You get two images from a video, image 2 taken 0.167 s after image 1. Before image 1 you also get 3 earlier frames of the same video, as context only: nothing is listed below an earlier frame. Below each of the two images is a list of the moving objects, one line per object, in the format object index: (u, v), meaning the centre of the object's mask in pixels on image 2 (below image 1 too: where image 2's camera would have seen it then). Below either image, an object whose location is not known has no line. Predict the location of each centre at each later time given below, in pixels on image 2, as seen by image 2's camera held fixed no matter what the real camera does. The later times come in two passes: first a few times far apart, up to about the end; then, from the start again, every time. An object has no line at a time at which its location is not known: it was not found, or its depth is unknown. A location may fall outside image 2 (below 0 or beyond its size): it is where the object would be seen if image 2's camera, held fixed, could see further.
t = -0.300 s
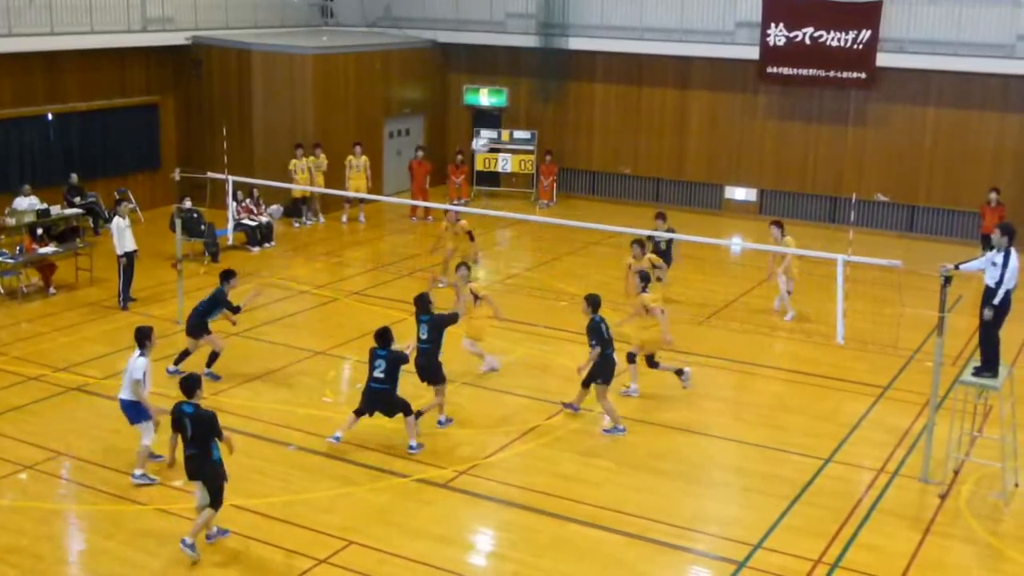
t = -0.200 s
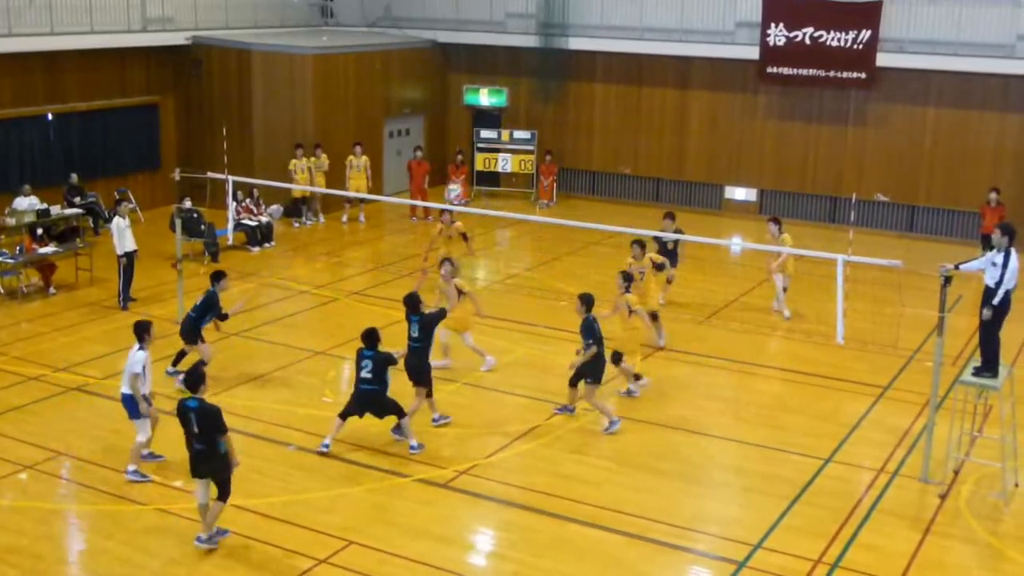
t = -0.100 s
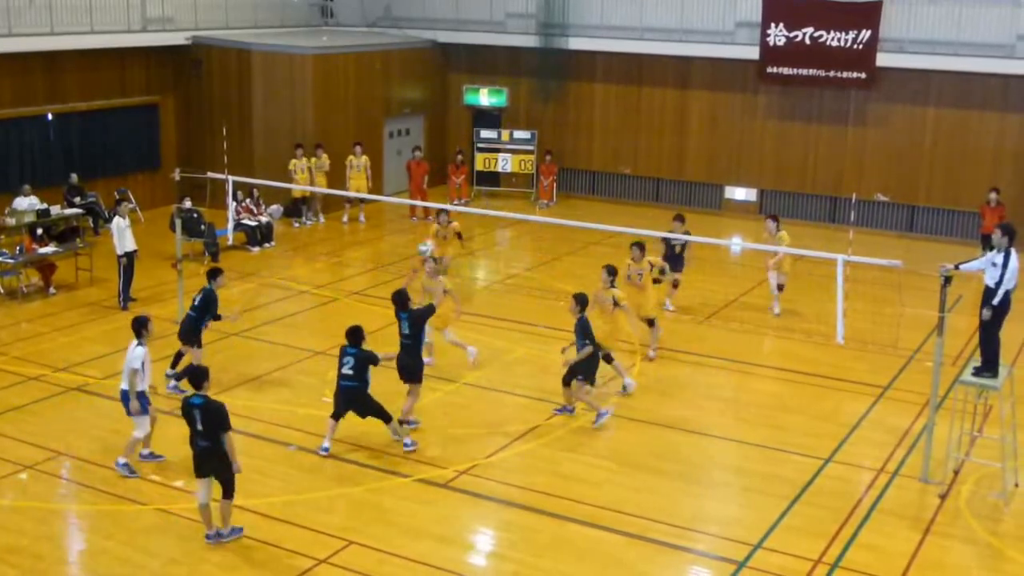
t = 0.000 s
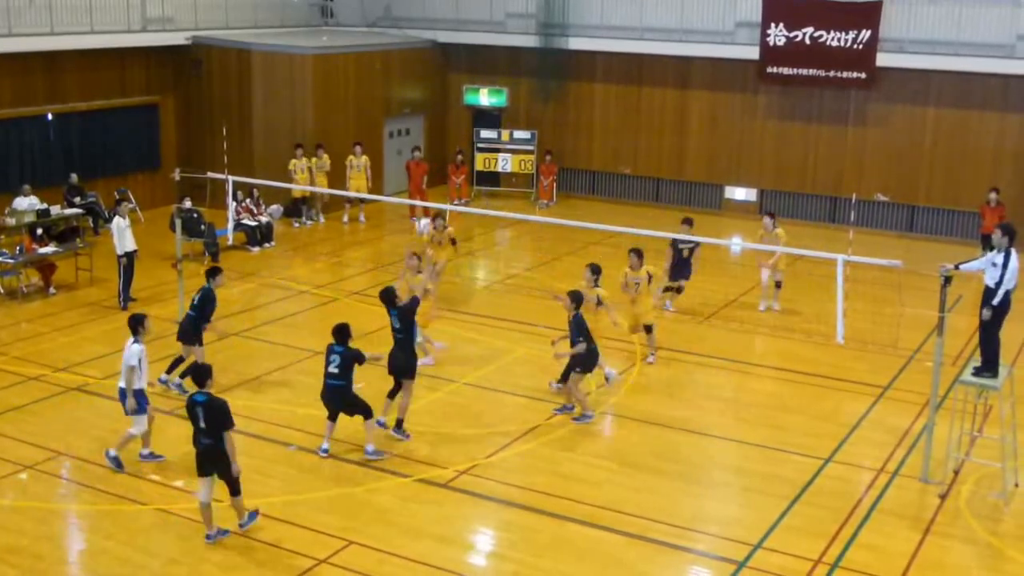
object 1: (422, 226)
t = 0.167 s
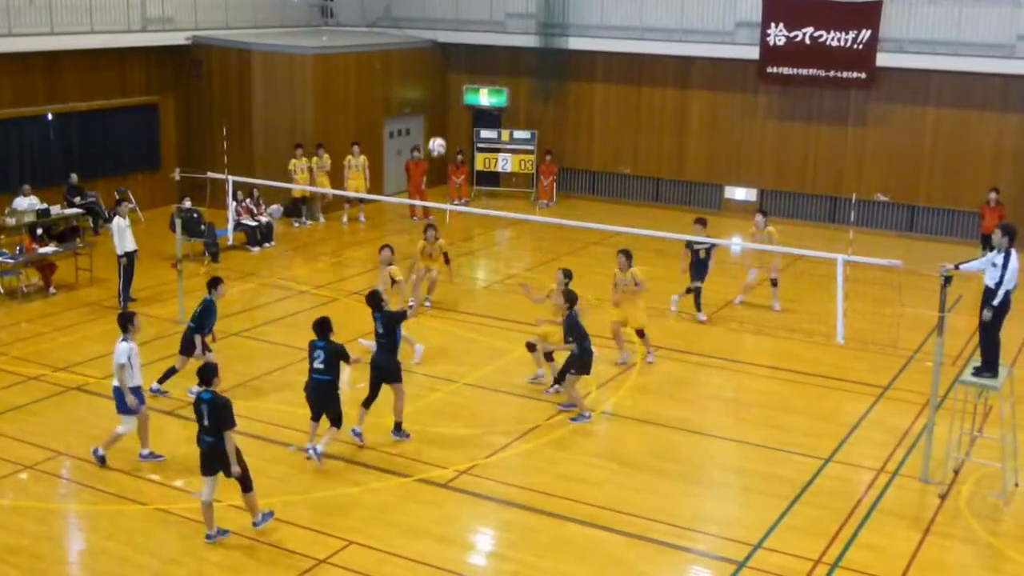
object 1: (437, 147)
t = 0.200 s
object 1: (439, 133)
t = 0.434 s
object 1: (456, 68)
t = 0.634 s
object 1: (468, 50)
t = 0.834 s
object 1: (481, 67)
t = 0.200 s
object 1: (439, 133)
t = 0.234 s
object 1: (442, 120)
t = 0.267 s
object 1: (444, 110)
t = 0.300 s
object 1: (446, 99)
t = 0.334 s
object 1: (449, 90)
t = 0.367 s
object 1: (451, 82)
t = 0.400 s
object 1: (453, 74)
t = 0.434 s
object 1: (456, 68)
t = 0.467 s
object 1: (458, 62)
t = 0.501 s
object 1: (460, 58)
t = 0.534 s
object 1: (462, 55)
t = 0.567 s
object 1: (464, 52)
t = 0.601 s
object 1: (466, 51)
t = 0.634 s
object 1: (468, 50)
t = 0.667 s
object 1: (470, 51)
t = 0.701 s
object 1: (472, 52)
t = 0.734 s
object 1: (475, 54)
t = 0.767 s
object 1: (477, 57)
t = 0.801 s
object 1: (479, 62)
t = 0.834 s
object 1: (481, 67)
